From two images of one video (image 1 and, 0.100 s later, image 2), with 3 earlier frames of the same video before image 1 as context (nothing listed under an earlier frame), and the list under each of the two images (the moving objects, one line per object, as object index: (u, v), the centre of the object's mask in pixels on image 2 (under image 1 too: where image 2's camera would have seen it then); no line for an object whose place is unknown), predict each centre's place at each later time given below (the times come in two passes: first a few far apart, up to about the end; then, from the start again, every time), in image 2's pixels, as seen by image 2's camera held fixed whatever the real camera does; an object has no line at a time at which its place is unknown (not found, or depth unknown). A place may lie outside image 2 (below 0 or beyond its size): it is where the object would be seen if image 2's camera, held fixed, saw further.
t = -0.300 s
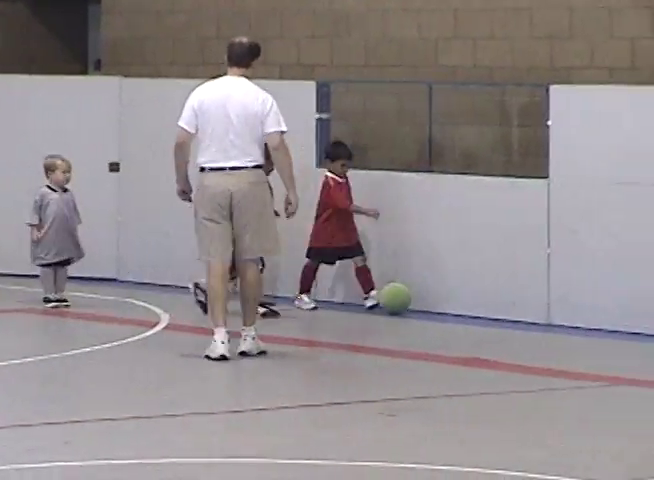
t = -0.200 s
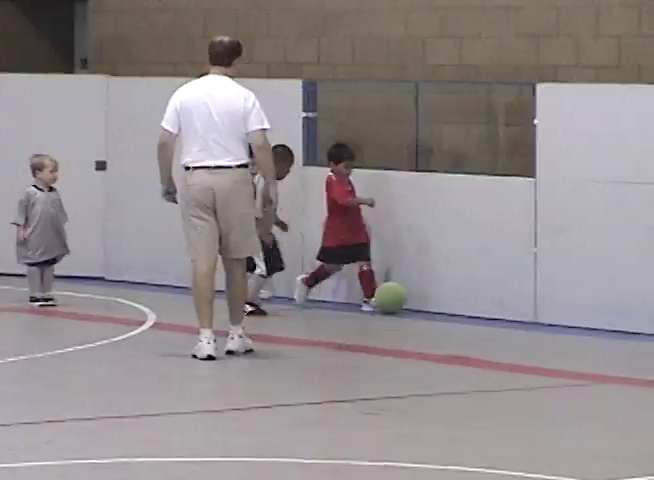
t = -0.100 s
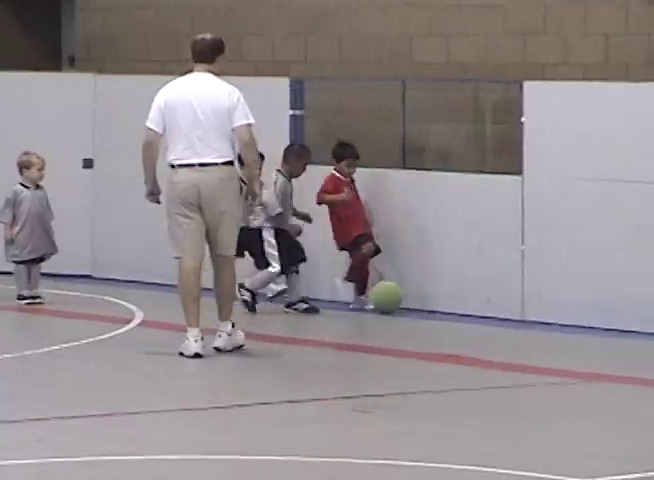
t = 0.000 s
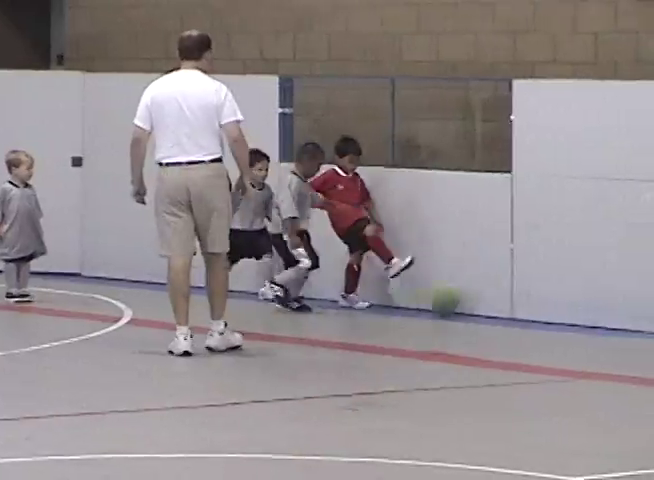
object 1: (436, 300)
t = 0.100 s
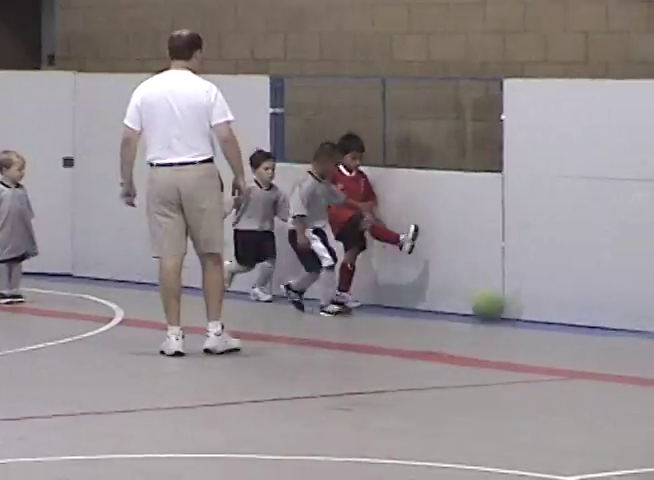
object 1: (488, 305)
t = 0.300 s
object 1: (548, 315)
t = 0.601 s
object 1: (636, 328)
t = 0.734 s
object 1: (677, 334)
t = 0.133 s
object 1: (497, 307)
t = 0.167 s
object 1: (507, 309)
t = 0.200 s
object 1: (518, 311)
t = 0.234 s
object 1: (528, 311)
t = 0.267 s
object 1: (538, 313)
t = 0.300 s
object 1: (548, 315)
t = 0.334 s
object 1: (558, 317)
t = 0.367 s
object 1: (567, 317)
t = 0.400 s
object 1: (578, 318)
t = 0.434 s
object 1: (588, 320)
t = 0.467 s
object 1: (597, 321)
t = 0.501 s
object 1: (607, 322)
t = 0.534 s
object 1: (617, 323)
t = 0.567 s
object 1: (627, 325)
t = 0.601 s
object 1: (636, 328)
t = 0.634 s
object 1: (647, 328)
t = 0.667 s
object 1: (657, 328)
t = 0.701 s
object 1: (667, 331)
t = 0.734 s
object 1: (677, 334)
